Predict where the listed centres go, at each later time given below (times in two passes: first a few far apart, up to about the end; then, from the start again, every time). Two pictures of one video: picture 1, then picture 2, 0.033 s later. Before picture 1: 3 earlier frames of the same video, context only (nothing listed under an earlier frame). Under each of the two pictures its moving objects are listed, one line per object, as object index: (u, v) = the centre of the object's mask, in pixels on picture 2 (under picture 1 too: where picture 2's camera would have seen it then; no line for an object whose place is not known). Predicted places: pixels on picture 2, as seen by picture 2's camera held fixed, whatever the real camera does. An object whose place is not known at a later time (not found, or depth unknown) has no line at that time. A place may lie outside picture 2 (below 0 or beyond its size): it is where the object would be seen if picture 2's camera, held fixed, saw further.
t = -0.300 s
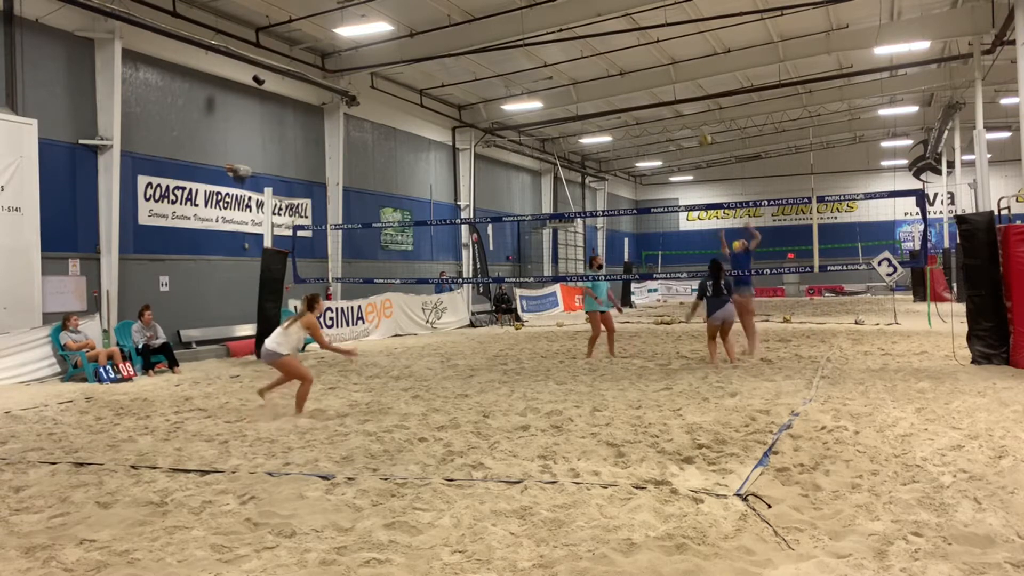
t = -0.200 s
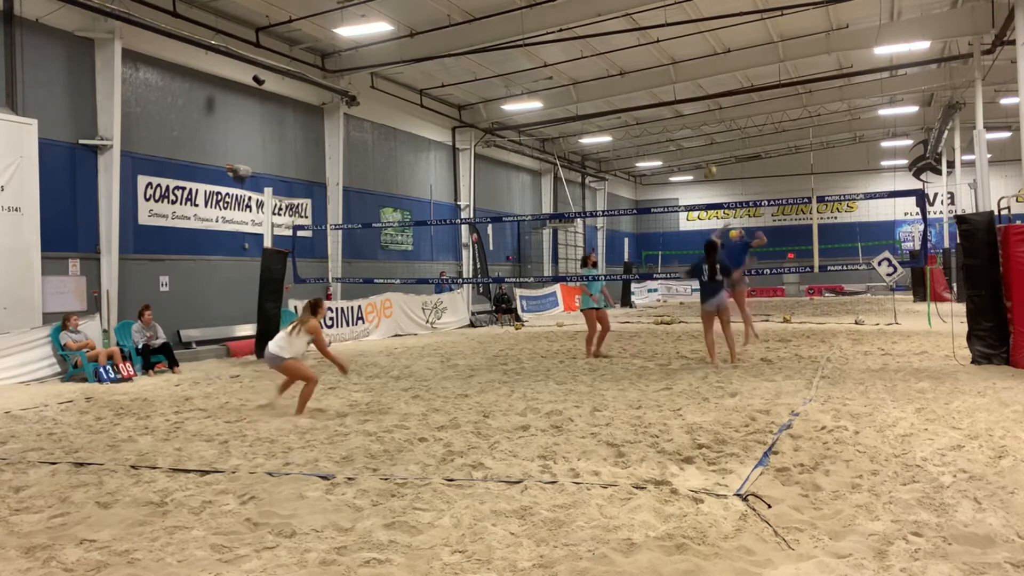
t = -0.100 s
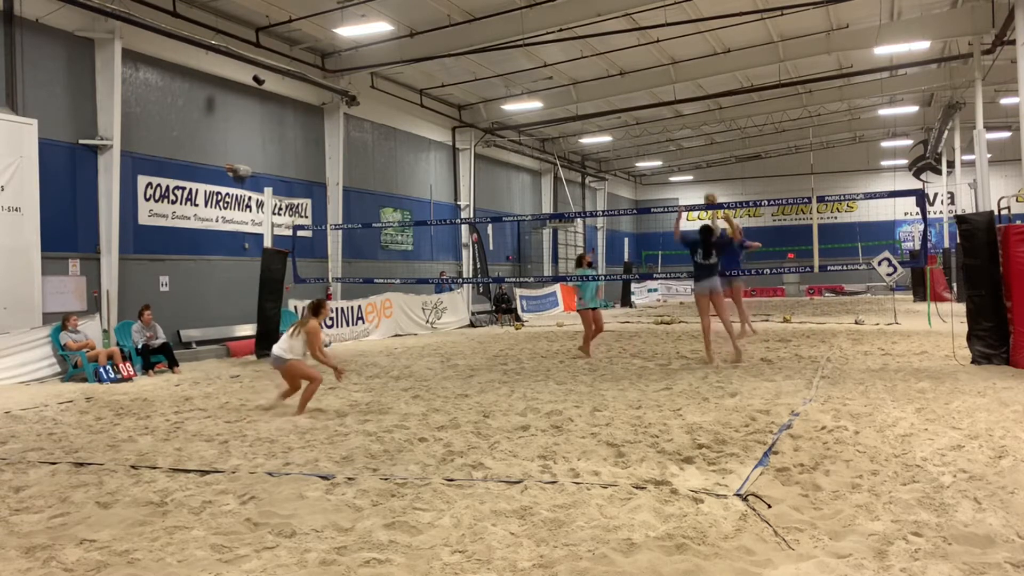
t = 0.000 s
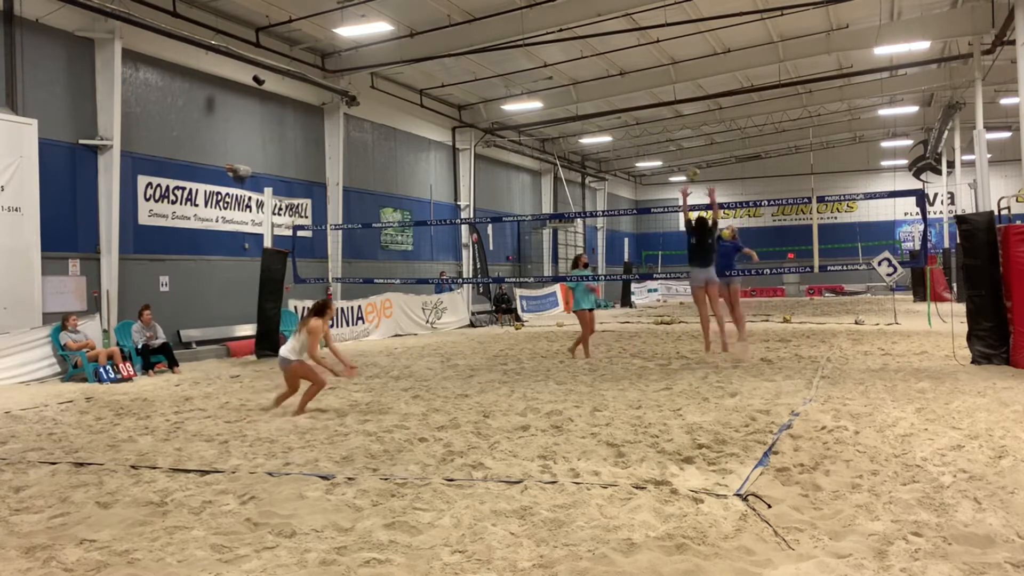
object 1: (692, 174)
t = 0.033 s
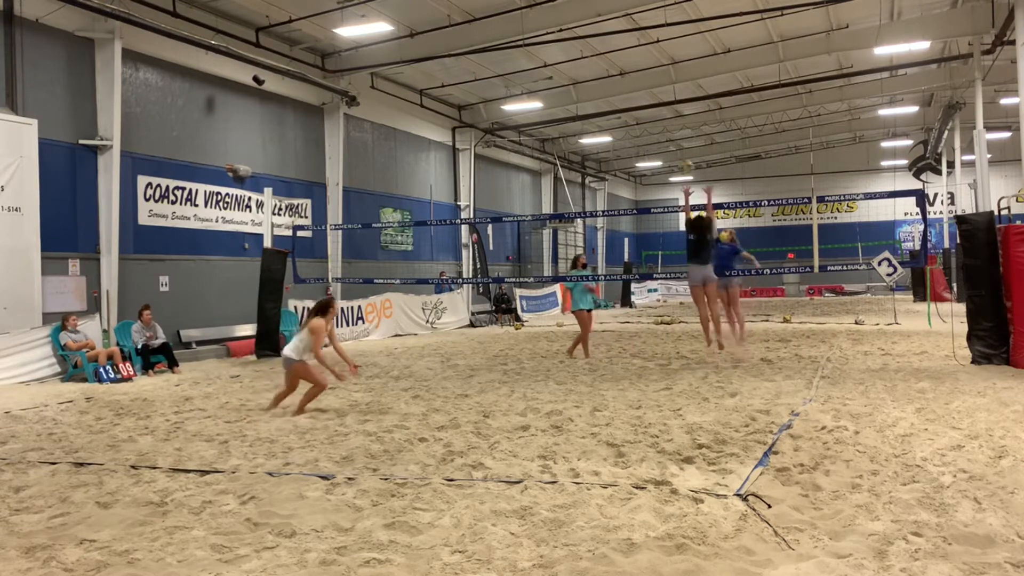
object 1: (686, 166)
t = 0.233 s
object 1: (644, 139)
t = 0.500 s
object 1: (574, 152)
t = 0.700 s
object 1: (508, 217)
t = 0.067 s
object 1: (681, 160)
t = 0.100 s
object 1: (673, 155)
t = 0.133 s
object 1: (666, 149)
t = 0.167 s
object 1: (660, 146)
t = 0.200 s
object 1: (651, 142)
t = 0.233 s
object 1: (644, 139)
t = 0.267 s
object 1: (636, 137)
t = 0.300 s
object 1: (628, 137)
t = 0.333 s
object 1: (620, 136)
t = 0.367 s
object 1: (611, 137)
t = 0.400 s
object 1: (604, 139)
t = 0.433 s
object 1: (593, 144)
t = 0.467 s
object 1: (582, 147)
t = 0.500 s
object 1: (574, 152)
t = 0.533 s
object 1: (564, 158)
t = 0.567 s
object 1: (554, 166)
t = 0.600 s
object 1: (544, 176)
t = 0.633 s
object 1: (532, 189)
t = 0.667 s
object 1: (521, 202)
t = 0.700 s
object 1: (508, 217)
